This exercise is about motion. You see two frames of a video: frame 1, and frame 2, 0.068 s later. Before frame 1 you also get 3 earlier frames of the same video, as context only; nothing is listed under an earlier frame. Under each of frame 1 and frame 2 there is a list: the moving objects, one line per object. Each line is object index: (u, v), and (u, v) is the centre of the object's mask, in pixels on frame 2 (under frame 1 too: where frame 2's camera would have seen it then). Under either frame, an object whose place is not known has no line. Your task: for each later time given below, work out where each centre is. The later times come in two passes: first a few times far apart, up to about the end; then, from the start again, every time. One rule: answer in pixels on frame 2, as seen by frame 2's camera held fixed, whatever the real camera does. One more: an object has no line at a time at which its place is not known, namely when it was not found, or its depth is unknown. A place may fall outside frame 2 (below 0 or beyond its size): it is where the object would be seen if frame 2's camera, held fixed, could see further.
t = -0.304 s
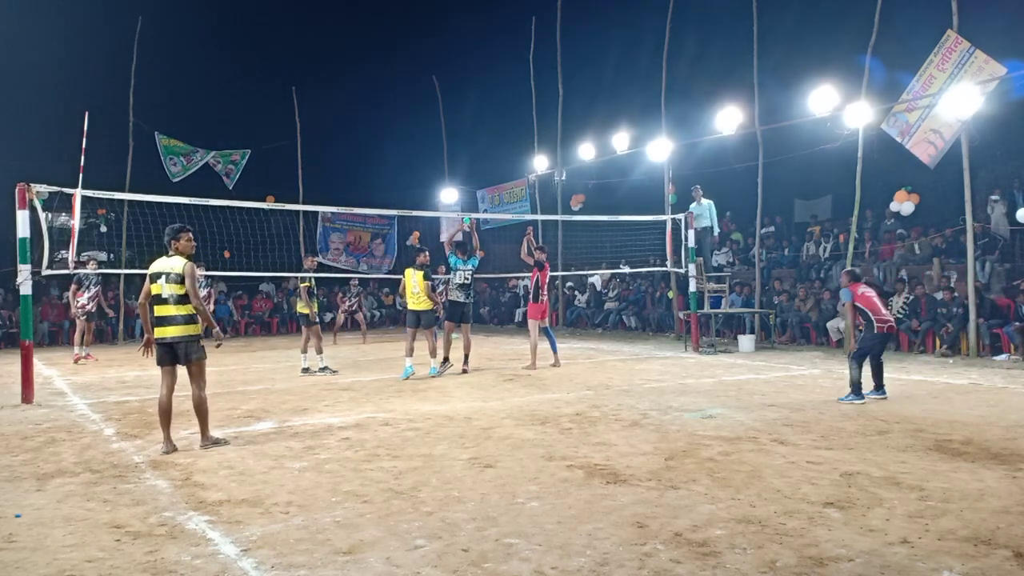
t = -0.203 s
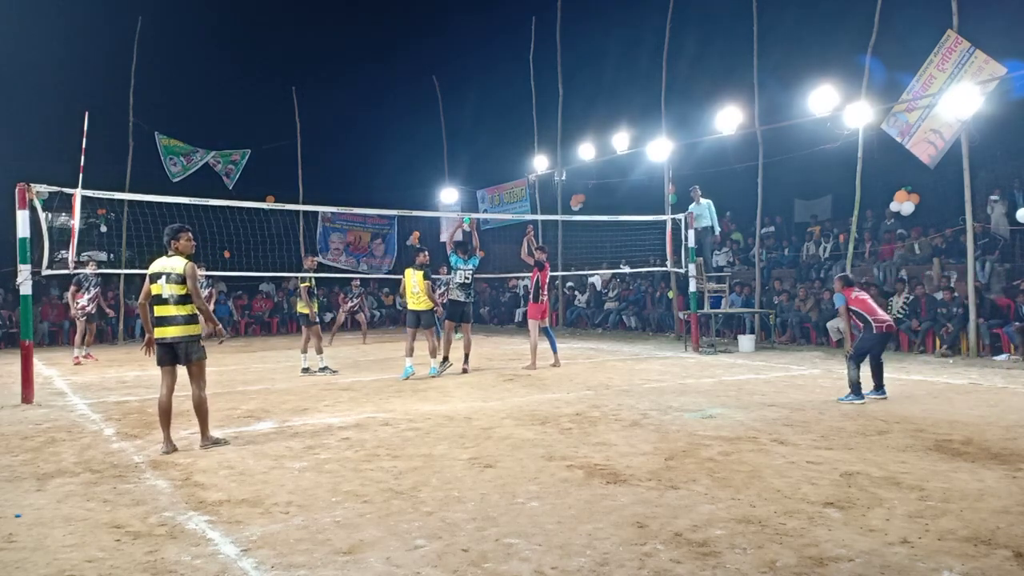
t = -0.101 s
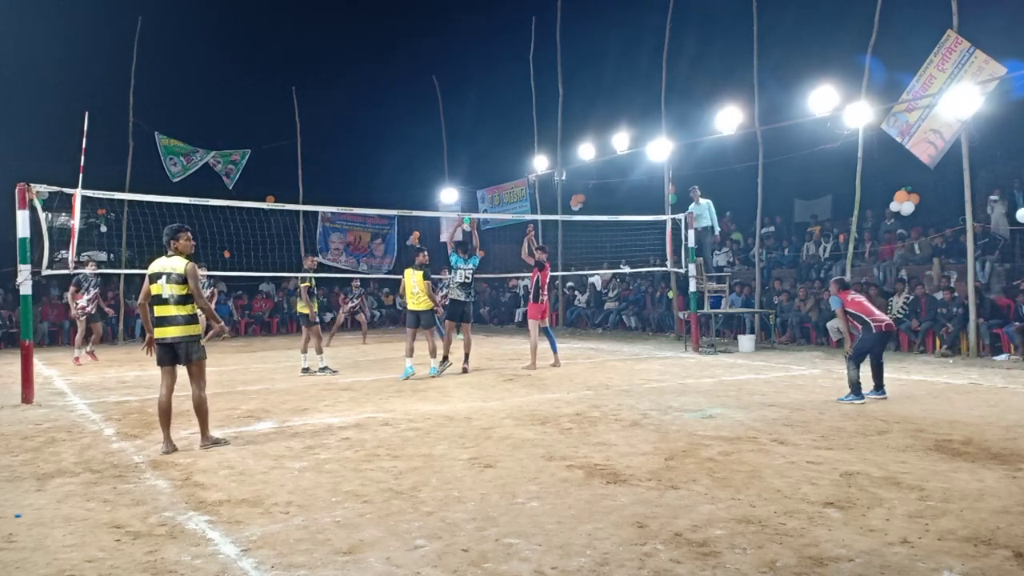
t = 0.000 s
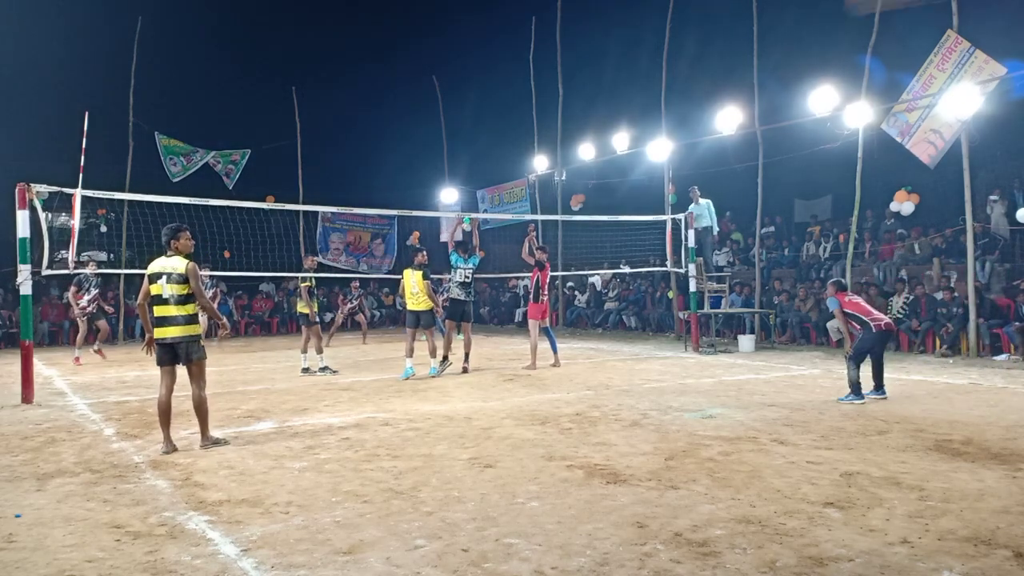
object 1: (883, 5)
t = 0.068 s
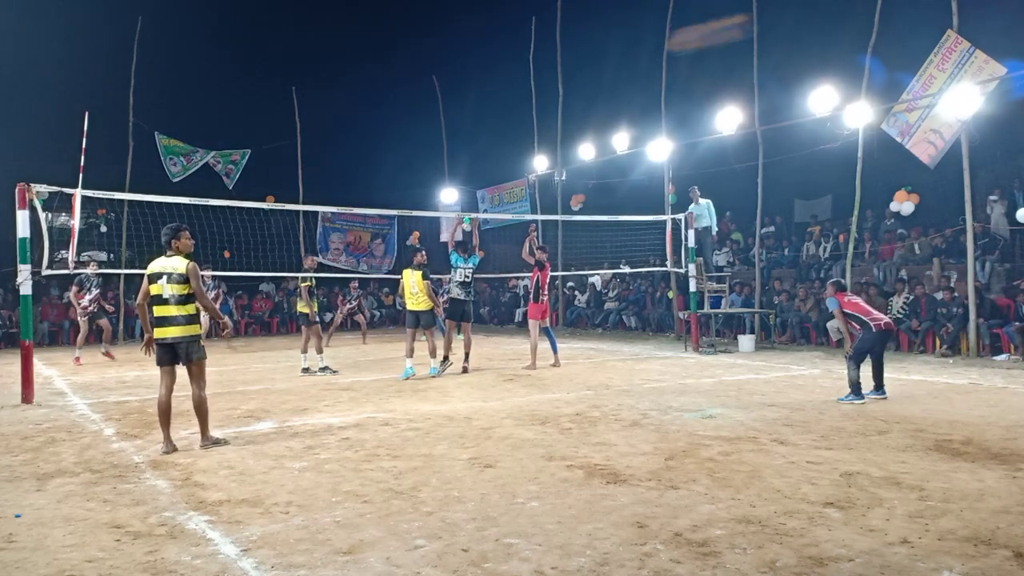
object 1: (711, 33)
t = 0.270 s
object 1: (388, 137)
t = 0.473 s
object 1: (211, 227)
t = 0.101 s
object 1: (634, 54)
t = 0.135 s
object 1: (574, 71)
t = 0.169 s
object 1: (517, 89)
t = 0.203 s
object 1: (469, 105)
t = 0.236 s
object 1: (426, 122)
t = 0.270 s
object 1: (388, 137)
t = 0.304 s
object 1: (352, 152)
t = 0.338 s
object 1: (319, 167)
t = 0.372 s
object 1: (288, 183)
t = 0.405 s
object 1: (264, 194)
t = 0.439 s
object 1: (232, 215)
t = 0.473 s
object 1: (211, 227)
